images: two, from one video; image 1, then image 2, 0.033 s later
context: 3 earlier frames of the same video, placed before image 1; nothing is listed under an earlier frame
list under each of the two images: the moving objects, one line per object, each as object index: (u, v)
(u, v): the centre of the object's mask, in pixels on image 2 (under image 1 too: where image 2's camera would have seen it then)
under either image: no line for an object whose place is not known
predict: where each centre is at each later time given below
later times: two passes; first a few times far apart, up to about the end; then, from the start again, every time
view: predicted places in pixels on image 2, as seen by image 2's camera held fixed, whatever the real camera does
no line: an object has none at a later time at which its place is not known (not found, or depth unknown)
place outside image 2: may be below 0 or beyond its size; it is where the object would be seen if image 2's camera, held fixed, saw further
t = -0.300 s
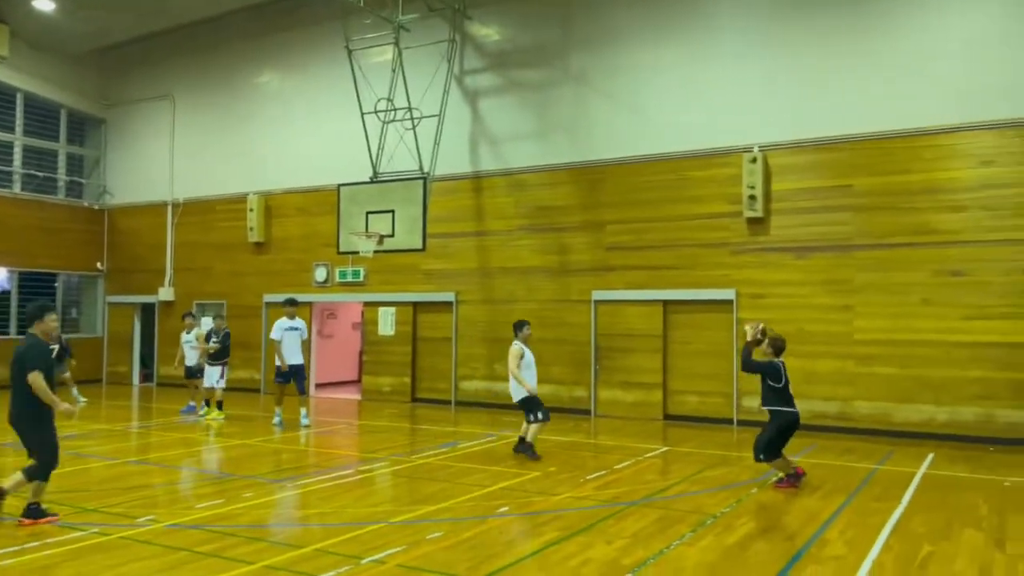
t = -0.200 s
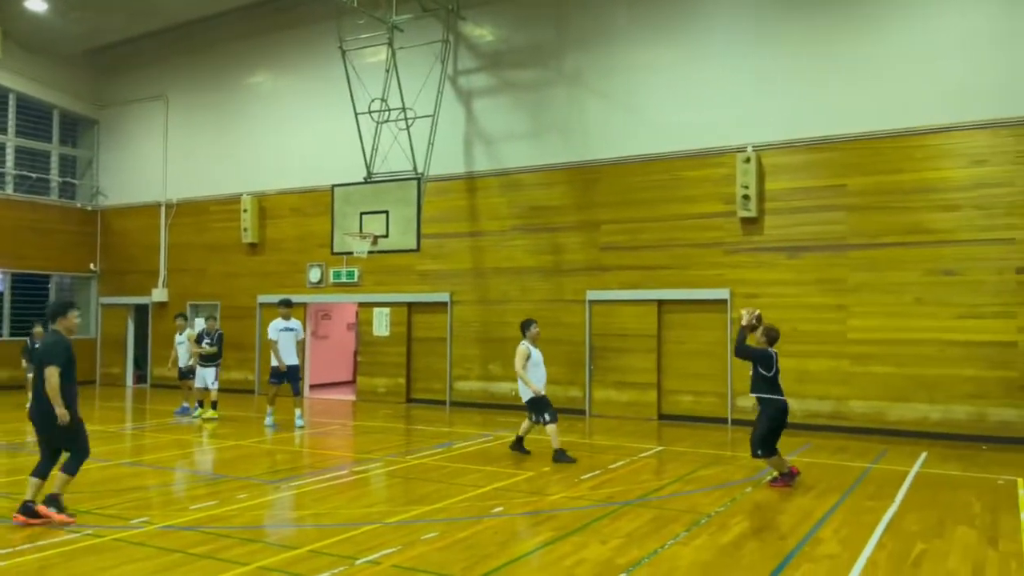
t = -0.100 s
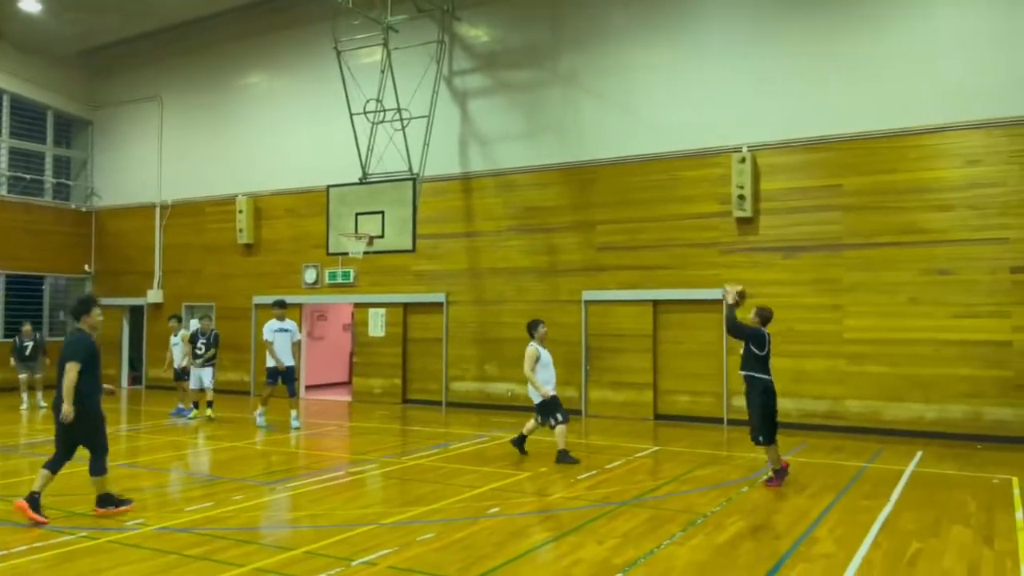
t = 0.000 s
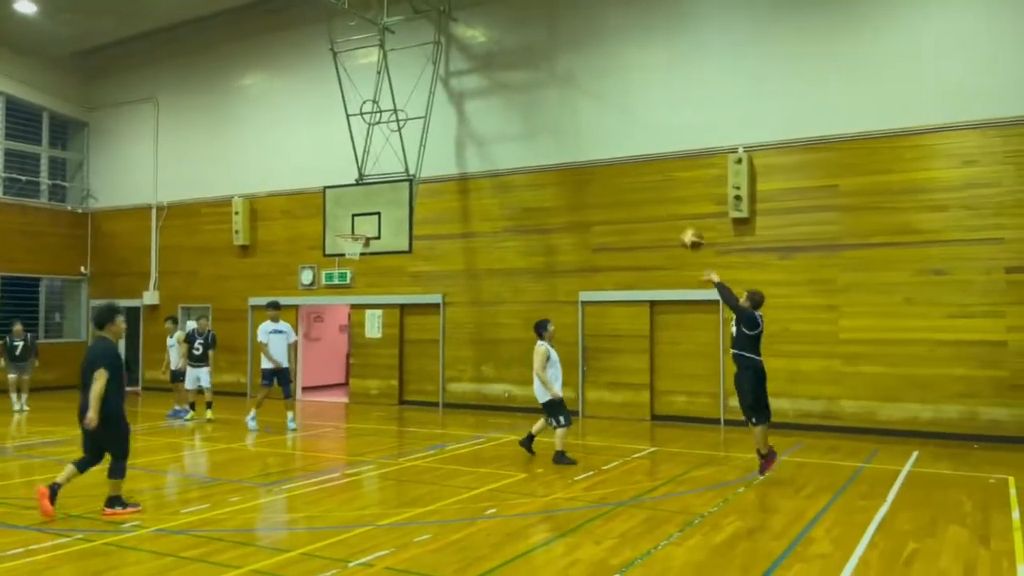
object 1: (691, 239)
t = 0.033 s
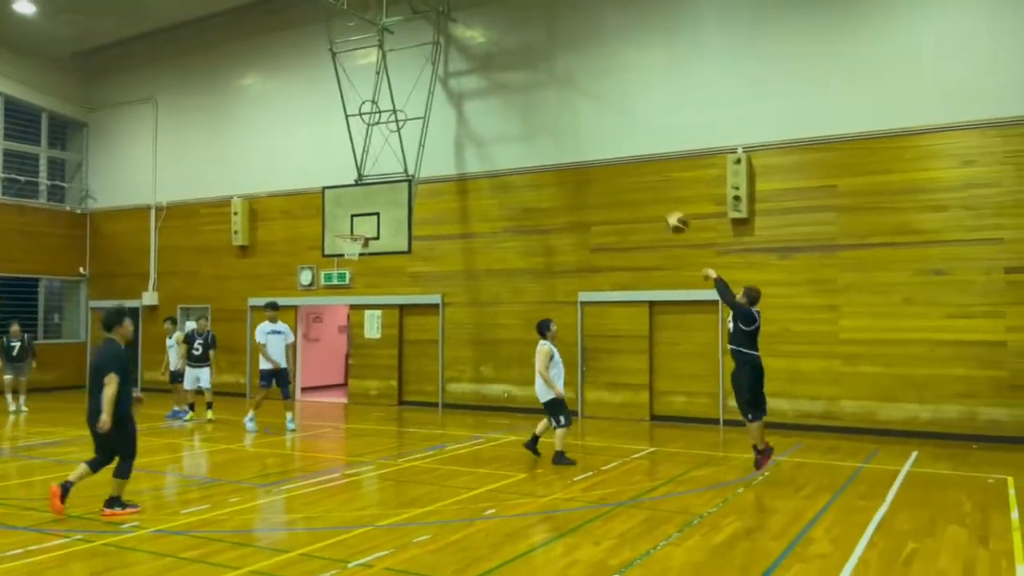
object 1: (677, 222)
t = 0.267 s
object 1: (587, 139)
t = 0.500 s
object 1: (513, 106)
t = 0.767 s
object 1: (442, 116)
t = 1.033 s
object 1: (383, 169)
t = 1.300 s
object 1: (349, 219)
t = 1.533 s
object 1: (381, 184)
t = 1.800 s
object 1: (415, 182)
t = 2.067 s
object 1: (451, 227)
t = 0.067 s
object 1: (663, 207)
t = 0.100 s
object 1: (649, 193)
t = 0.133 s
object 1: (636, 179)
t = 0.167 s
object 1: (623, 167)
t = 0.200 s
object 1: (612, 157)
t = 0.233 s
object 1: (599, 147)
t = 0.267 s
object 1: (587, 139)
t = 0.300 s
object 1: (576, 131)
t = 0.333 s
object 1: (565, 125)
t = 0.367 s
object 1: (554, 119)
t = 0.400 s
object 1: (544, 114)
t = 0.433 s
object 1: (534, 110)
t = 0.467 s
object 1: (524, 108)
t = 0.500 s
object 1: (513, 106)
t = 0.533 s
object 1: (503, 105)
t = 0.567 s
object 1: (495, 104)
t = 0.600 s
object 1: (485, 104)
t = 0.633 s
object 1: (476, 105)
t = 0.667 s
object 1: (468, 106)
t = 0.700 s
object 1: (459, 109)
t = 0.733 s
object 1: (451, 113)
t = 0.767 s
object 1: (442, 116)
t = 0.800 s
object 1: (435, 122)
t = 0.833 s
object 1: (427, 127)
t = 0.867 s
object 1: (419, 133)
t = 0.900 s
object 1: (412, 138)
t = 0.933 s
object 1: (404, 145)
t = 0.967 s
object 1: (396, 153)
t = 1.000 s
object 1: (390, 160)
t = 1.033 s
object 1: (383, 169)
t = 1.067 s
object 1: (376, 178)
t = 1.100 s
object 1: (368, 188)
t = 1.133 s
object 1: (361, 197)
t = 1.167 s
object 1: (354, 209)
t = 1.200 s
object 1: (349, 220)
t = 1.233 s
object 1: (342, 232)
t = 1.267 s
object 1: (344, 226)
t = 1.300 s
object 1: (349, 219)
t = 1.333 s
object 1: (353, 211)
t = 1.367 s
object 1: (358, 205)
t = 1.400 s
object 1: (363, 199)
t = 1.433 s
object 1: (367, 194)
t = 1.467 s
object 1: (371, 190)
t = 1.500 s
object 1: (375, 187)
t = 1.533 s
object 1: (381, 184)
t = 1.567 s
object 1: (385, 181)
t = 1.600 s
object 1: (389, 179)
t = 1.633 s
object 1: (393, 178)
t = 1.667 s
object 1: (396, 179)
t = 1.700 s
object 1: (399, 178)
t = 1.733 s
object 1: (404, 178)
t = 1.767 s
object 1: (410, 180)
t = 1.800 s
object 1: (415, 182)
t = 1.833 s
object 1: (419, 186)
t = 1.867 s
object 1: (423, 189)
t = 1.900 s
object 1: (428, 194)
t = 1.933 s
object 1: (433, 199)
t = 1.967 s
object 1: (438, 205)
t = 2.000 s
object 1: (442, 212)
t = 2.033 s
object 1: (447, 219)
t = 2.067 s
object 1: (451, 227)
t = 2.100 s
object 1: (455, 237)
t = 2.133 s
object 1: (460, 246)
